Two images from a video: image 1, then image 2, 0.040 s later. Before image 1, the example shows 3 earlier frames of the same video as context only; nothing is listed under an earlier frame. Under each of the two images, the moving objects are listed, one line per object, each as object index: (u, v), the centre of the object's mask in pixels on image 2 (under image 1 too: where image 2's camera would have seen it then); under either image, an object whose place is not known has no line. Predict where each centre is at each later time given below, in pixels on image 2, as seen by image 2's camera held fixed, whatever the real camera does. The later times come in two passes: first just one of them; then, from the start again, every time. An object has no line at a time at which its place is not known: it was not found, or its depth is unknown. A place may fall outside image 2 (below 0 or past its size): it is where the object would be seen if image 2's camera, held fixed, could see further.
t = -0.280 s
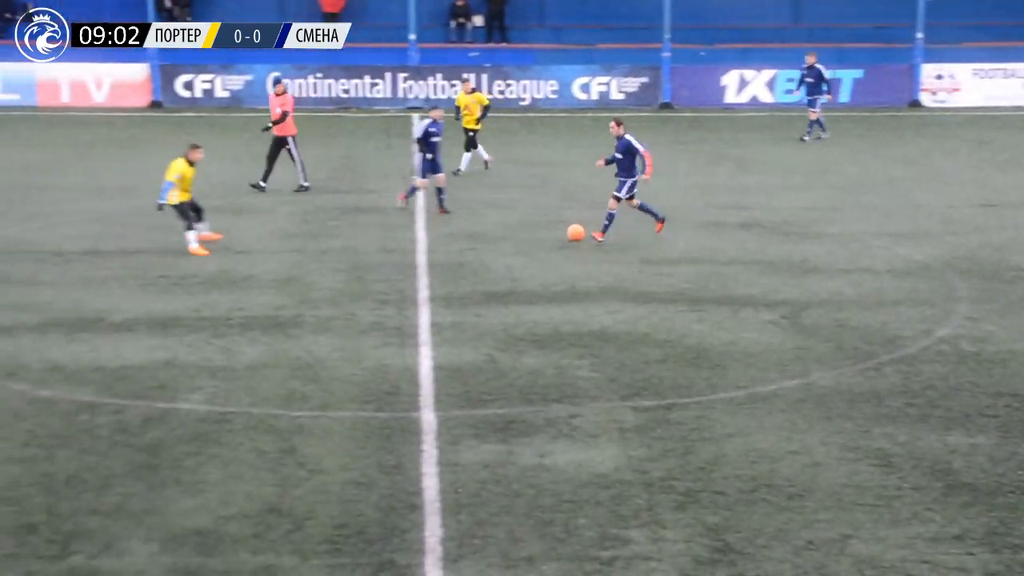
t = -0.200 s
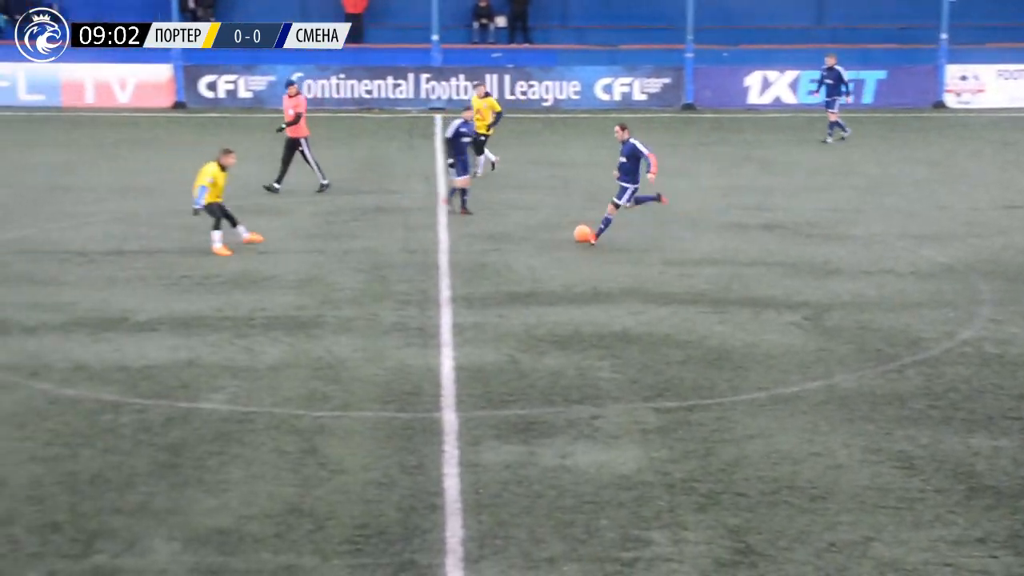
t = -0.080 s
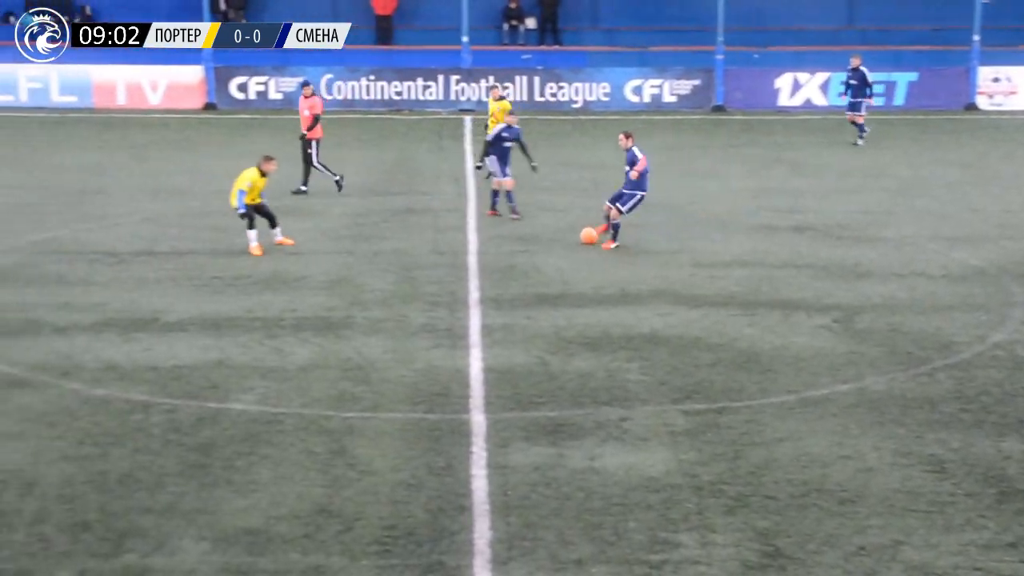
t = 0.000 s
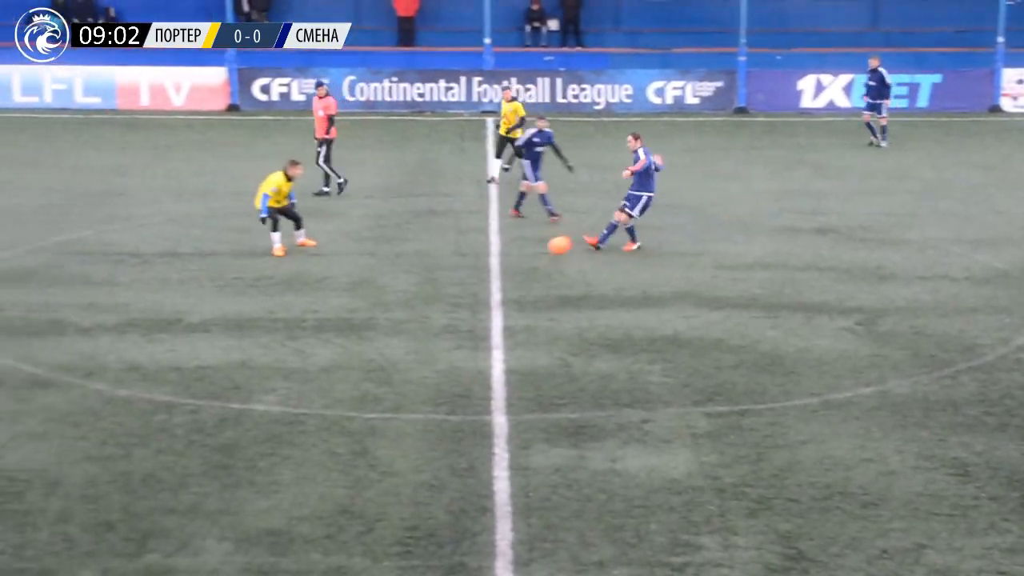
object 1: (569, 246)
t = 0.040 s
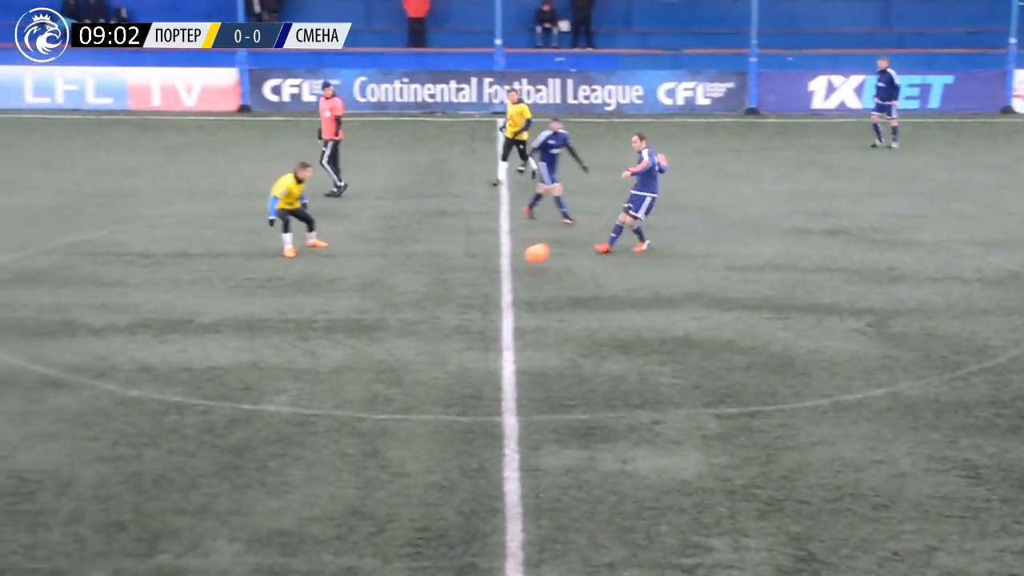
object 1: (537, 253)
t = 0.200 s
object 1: (399, 299)
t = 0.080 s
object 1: (505, 262)
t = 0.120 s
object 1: (471, 272)
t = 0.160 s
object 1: (435, 285)
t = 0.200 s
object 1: (399, 299)
